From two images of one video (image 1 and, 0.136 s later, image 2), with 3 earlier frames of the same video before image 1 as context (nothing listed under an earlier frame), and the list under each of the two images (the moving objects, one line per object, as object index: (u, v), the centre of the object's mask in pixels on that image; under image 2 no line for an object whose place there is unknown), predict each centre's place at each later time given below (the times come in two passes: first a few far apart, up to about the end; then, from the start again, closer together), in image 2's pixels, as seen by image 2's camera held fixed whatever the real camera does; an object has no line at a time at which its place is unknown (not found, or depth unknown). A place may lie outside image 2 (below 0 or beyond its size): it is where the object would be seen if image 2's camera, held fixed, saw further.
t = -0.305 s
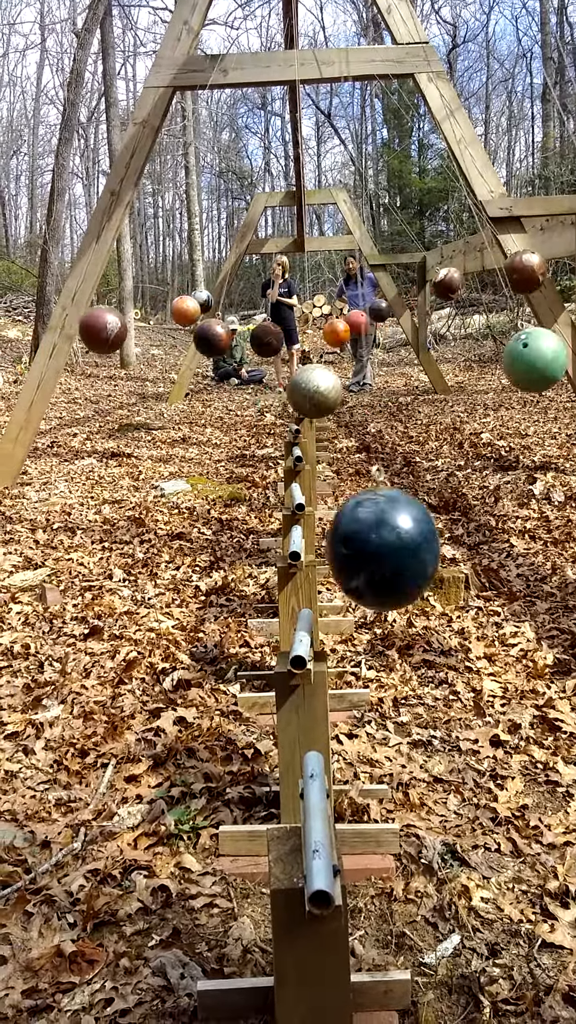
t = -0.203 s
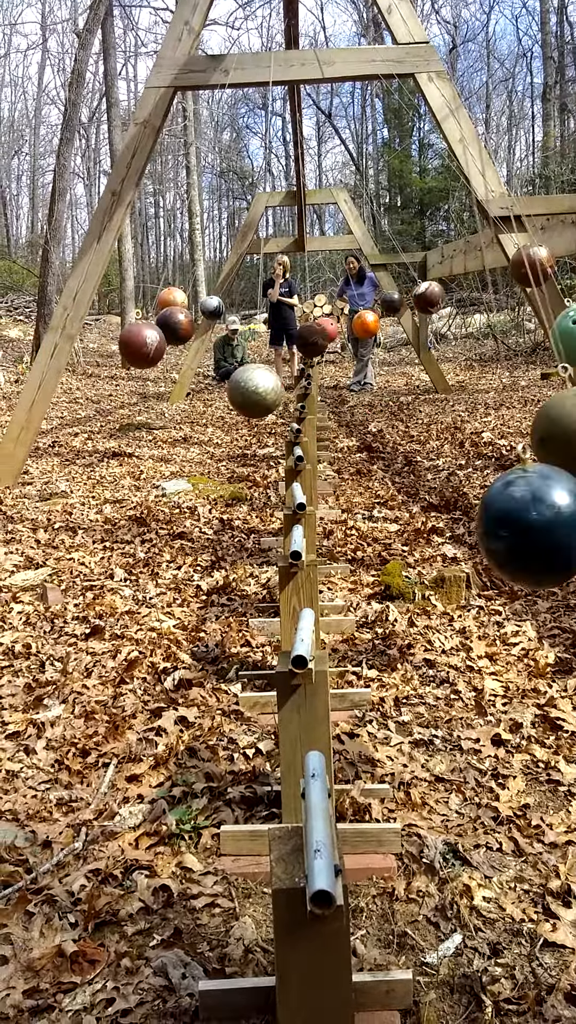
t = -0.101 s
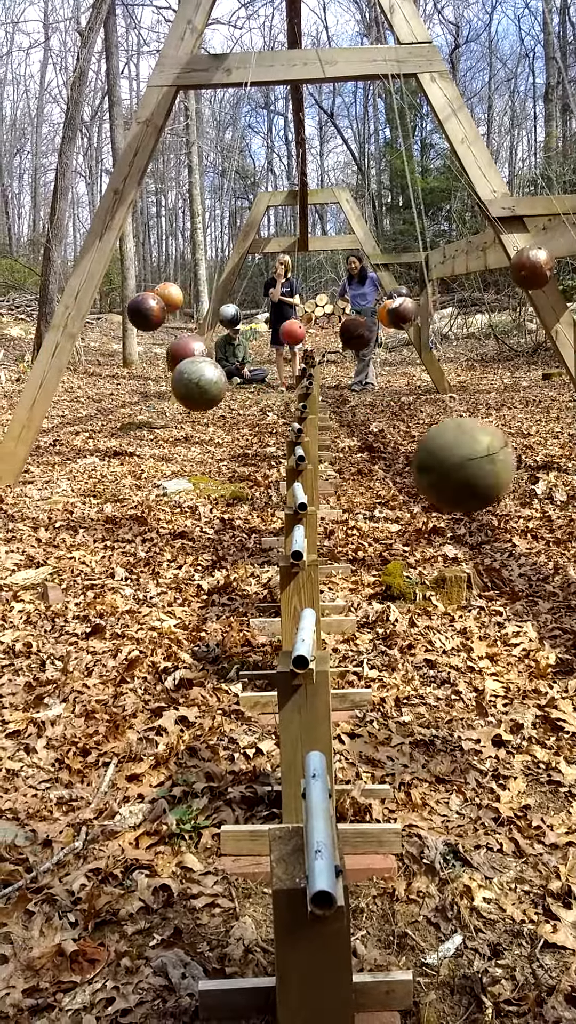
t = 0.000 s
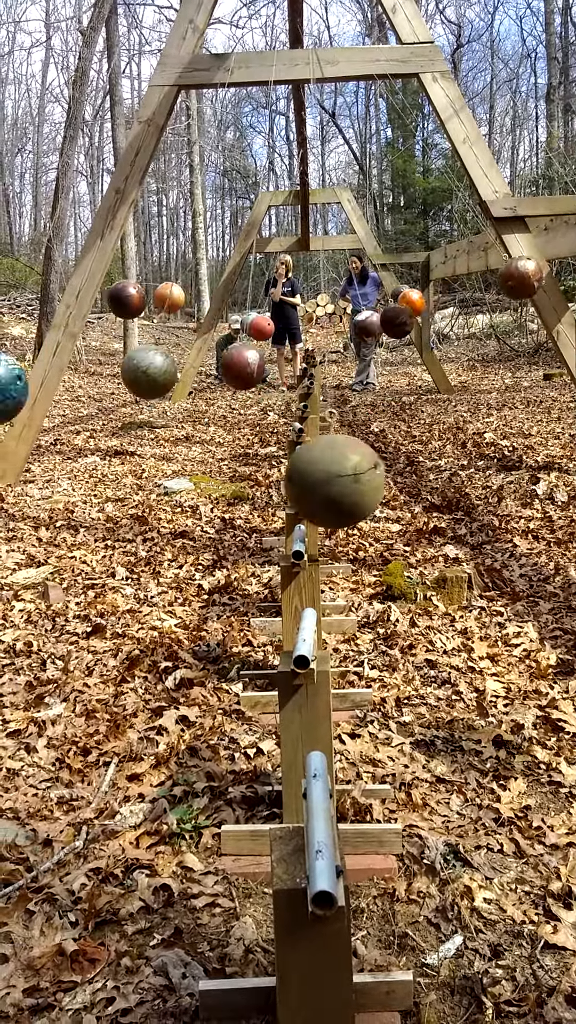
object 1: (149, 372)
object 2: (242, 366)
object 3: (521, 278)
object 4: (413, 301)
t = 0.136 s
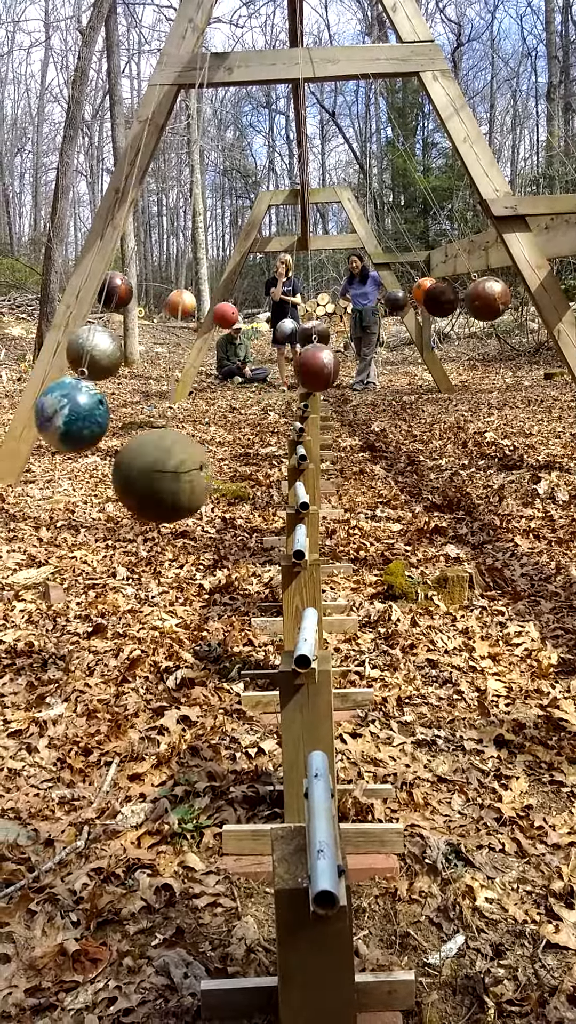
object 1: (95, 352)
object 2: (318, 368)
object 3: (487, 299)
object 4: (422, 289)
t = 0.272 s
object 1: (60, 338)
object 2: (390, 357)
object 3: (435, 325)
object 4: (430, 288)
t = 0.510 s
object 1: (49, 332)
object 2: (494, 318)
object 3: (314, 352)
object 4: (409, 304)
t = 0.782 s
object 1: (113, 360)
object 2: (553, 281)
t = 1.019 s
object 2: (543, 290)
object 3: (101, 300)
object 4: (270, 332)
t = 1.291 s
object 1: (371, 384)
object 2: (457, 336)
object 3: (84, 289)
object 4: (205, 312)
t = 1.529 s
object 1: (485, 353)
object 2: (332, 366)
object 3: (129, 315)
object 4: (189, 300)
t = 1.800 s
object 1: (557, 316)
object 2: (181, 355)
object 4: (207, 314)
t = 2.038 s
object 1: (559, 314)
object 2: (90, 320)
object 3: (358, 348)
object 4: (256, 331)
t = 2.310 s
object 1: (490, 351)
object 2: (59, 302)
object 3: (474, 306)
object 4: (197, 313)
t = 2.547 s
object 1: (370, 385)
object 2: (97, 324)
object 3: (528, 272)
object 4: (172, 298)
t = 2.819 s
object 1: (213, 386)
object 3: (523, 276)
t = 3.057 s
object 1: (106, 358)
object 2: (331, 367)
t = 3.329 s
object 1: (53, 335)
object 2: (463, 333)
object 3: (327, 352)
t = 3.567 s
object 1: (72, 344)
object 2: (535, 294)
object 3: (203, 343)
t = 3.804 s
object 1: (149, 372)
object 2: (552, 283)
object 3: (117, 309)
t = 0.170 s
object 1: (84, 348)
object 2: (336, 366)
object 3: (476, 305)
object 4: (425, 290)
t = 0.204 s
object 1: (74, 345)
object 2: (354, 364)
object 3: (463, 312)
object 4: (428, 289)
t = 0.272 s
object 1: (60, 338)
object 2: (390, 357)
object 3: (435, 325)
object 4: (430, 288)
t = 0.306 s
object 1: (54, 334)
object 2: (407, 352)
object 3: (424, 324)
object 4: (429, 289)
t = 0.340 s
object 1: (49, 332)
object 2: (423, 347)
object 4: (428, 290)
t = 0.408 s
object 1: (45, 330)
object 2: (454, 336)
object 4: (423, 294)
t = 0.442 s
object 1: (45, 330)
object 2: (469, 330)
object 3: (351, 348)
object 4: (420, 297)
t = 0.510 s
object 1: (49, 332)
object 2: (494, 318)
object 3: (314, 352)
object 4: (409, 304)
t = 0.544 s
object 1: (53, 334)
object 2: (505, 312)
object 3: (295, 354)
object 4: (404, 307)
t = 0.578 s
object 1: (57, 336)
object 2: (516, 307)
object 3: (277, 353)
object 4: (396, 311)
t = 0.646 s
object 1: (71, 343)
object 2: (533, 296)
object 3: (241, 349)
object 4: (382, 318)
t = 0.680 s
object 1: (80, 347)
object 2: (540, 291)
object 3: (223, 346)
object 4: (373, 321)
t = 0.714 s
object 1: (90, 351)
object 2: (546, 288)
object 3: (207, 343)
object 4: (366, 324)
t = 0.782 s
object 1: (113, 360)
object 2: (553, 281)
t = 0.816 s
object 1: (126, 364)
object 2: (554, 281)
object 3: (162, 329)
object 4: (334, 333)
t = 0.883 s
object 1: (155, 372)
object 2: (554, 280)
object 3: (138, 319)
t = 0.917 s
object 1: (170, 377)
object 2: (554, 281)
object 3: (126, 313)
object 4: (297, 335)
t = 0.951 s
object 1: (187, 380)
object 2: (552, 283)
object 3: (117, 308)
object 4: (290, 336)
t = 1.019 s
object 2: (543, 290)
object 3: (101, 300)
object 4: (270, 332)
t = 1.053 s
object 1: (240, 388)
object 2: (536, 294)
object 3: (95, 297)
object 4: (260, 332)
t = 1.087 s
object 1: (258, 390)
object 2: (529, 300)
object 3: (90, 293)
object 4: (250, 329)
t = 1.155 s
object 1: (296, 391)
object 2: (510, 310)
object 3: (84, 289)
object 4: (232, 324)
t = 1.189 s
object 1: (315, 391)
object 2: (498, 317)
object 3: (82, 288)
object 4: (225, 321)
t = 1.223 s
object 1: (334, 389)
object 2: (485, 323)
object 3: (82, 288)
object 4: (224, 318)
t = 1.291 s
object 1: (371, 384)
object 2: (457, 336)
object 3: (84, 289)
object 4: (205, 312)
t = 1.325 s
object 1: (389, 381)
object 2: (442, 342)
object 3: (87, 291)
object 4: (200, 309)
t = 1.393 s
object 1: (424, 373)
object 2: (402, 347)
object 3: (97, 298)
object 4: (192, 303)
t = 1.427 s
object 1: (440, 368)
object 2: (390, 358)
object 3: (103, 301)
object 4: (188, 298)
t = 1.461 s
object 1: (456, 363)
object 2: (370, 361)
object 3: (110, 306)
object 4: (190, 297)
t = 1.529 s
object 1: (485, 353)
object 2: (332, 366)
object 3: (129, 315)
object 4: (189, 300)
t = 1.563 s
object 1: (498, 347)
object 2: (313, 368)
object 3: (140, 320)
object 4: (187, 301)
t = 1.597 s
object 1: (510, 342)
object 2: (292, 369)
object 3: (151, 325)
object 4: (187, 302)
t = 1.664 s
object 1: (532, 331)
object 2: (254, 367)
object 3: (176, 335)
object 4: (191, 303)
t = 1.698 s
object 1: (541, 326)
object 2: (234, 365)
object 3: (191, 339)
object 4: (193, 305)
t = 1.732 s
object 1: (548, 322)
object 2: (215, 362)
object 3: (201, 335)
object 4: (197, 308)
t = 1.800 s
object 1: (557, 316)
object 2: (181, 355)
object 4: (207, 314)
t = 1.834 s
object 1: (560, 313)
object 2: (164, 350)
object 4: (212, 316)
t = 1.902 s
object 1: (562, 311)
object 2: (135, 341)
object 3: (289, 353)
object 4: (226, 322)
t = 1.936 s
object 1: (562, 311)
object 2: (122, 335)
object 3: (306, 354)
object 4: (234, 325)
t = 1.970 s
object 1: (562, 311)
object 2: (111, 330)
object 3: (327, 352)
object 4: (242, 328)
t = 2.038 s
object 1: (559, 314)
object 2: (90, 320)
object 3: (358, 348)
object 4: (256, 331)
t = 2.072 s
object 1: (557, 316)
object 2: (82, 316)
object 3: (375, 344)
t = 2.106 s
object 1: (553, 320)
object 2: (74, 311)
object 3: (392, 339)
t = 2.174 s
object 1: (537, 328)
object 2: (65, 306)
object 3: (422, 330)
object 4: (221, 326)
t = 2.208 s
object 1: (527, 333)
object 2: (62, 304)
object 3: (436, 324)
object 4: (221, 324)
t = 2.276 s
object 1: (504, 345)
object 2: (59, 302)
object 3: (463, 313)
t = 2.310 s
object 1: (490, 351)
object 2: (59, 302)
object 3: (474, 306)
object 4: (197, 313)
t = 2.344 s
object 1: (476, 356)
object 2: (61, 303)
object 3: (484, 301)
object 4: (192, 311)
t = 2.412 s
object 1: (444, 367)
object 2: (68, 308)
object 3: (504, 289)
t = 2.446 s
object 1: (427, 373)
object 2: (73, 311)
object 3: (511, 284)
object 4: (178, 303)
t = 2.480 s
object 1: (413, 366)
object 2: (80, 314)
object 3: (517, 280)
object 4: (175, 301)
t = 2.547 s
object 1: (370, 385)
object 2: (97, 324)
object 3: (528, 272)
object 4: (172, 298)
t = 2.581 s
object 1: (351, 387)
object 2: (107, 328)
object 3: (530, 270)
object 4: (171, 297)
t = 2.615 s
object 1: (330, 389)
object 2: (118, 333)
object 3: (533, 268)
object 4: (170, 294)
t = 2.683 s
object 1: (290, 391)
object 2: (143, 343)
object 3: (534, 267)
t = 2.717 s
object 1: (270, 391)
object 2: (157, 348)
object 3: (533, 267)
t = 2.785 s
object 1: (232, 388)
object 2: (188, 359)
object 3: (527, 273)
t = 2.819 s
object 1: (213, 386)
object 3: (523, 276)
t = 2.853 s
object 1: (195, 383)
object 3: (517, 280)
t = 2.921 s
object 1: (161, 375)
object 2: (258, 368)
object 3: (502, 289)
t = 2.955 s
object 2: (276, 368)
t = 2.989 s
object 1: (131, 366)
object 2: (295, 369)
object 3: (482, 302)
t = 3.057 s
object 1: (106, 358)
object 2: (331, 367)
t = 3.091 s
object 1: (95, 354)
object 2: (348, 366)
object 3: (444, 321)
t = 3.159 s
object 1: (76, 345)
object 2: (385, 358)
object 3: (416, 332)
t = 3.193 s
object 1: (69, 343)
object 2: (401, 354)
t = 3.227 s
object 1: (64, 340)
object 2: (418, 350)
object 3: (379, 343)
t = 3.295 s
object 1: (55, 336)
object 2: (449, 340)
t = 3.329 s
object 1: (53, 335)
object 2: (463, 333)
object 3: (327, 352)
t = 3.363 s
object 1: (51, 335)
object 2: (477, 327)
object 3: (309, 353)
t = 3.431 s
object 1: (53, 335)
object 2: (500, 314)
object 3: (272, 353)
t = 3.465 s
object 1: (56, 336)
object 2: (511, 308)
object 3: (255, 352)
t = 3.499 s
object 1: (61, 339)
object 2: (519, 303)
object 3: (237, 349)
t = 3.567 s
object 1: (72, 344)
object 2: (535, 294)
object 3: (203, 343)
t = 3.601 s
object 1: (79, 347)
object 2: (542, 290)
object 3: (188, 339)
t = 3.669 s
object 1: (97, 355)
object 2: (551, 284)
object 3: (160, 329)
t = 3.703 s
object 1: (110, 359)
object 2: (553, 282)
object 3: (147, 324)
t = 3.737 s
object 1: (122, 363)
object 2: (553, 282)
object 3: (137, 318)
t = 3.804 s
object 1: (149, 372)
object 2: (552, 283)
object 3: (117, 309)
